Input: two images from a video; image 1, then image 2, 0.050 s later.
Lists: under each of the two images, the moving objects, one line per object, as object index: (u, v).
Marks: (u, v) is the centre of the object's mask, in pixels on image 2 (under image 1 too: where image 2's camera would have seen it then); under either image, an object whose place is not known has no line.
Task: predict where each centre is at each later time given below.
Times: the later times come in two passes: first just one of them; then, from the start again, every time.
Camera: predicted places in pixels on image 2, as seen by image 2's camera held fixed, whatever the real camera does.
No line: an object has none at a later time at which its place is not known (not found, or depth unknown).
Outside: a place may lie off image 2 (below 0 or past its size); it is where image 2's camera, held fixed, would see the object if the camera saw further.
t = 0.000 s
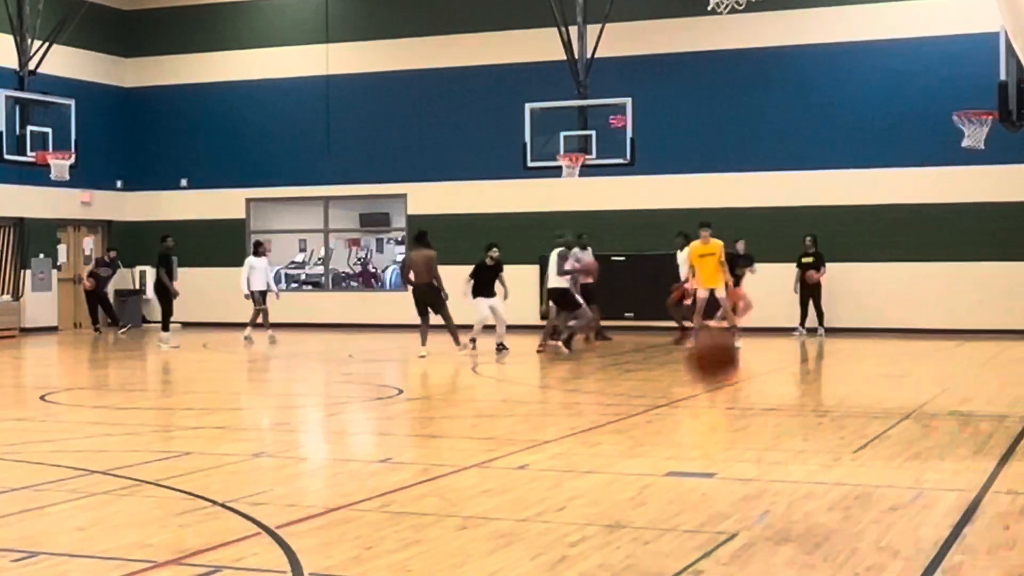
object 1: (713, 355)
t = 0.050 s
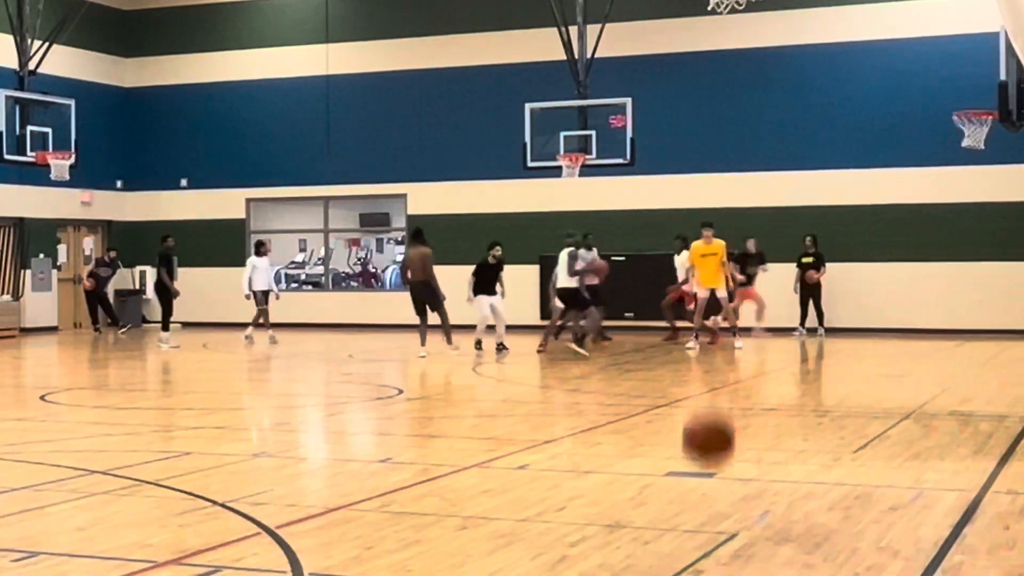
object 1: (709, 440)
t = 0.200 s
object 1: (708, 416)
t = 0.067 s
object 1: (707, 471)
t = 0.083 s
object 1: (706, 499)
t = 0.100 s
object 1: (703, 525)
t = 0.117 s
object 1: (704, 517)
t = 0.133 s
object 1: (706, 498)
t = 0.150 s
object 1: (706, 477)
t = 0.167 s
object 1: (707, 454)
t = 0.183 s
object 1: (708, 436)
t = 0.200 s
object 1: (708, 416)
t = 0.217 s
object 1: (709, 397)
